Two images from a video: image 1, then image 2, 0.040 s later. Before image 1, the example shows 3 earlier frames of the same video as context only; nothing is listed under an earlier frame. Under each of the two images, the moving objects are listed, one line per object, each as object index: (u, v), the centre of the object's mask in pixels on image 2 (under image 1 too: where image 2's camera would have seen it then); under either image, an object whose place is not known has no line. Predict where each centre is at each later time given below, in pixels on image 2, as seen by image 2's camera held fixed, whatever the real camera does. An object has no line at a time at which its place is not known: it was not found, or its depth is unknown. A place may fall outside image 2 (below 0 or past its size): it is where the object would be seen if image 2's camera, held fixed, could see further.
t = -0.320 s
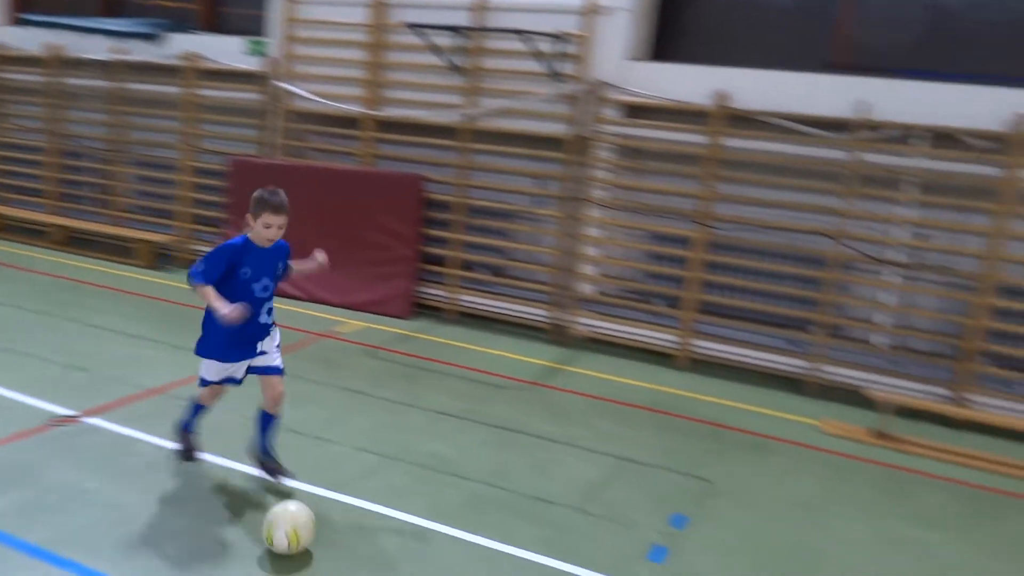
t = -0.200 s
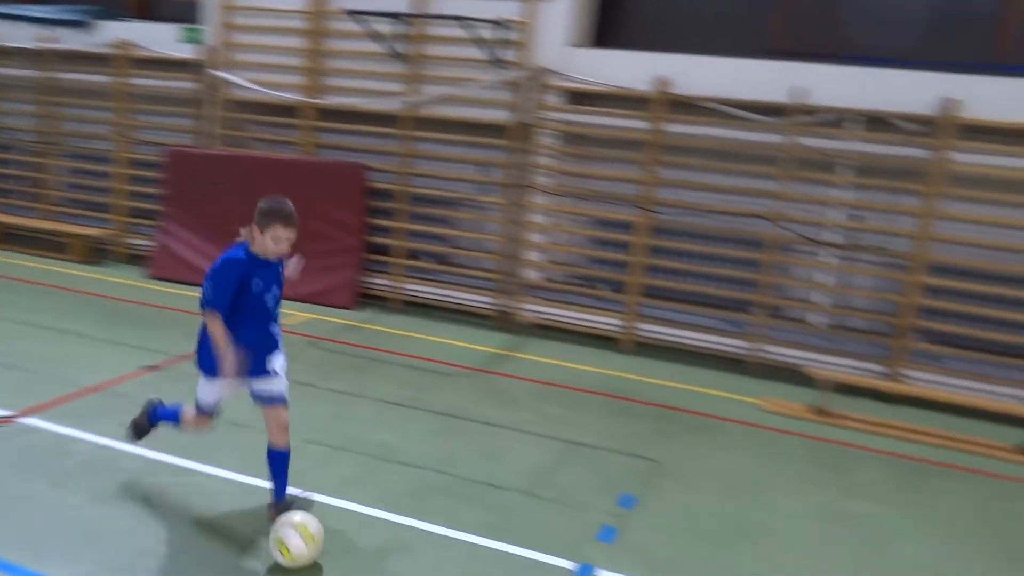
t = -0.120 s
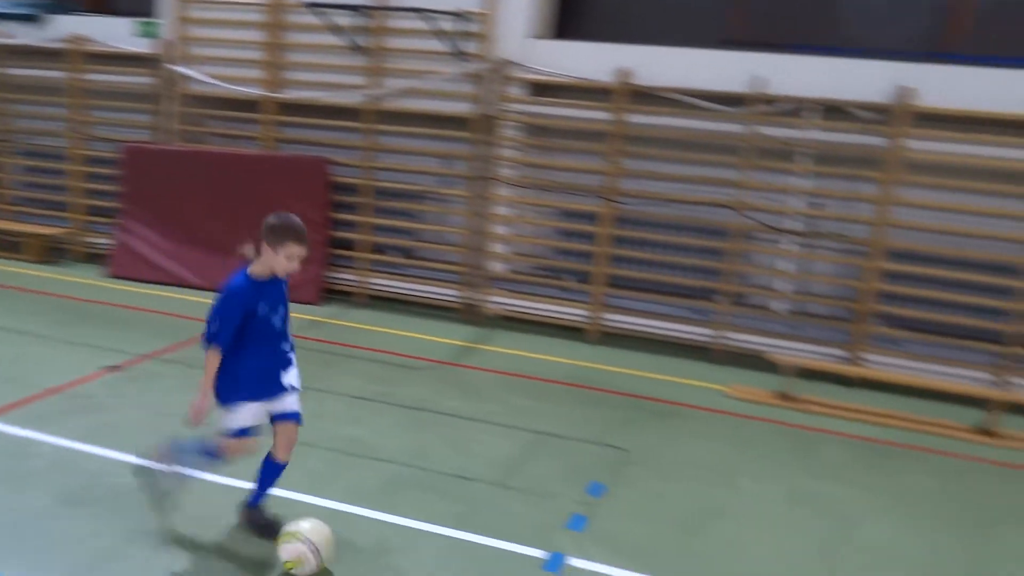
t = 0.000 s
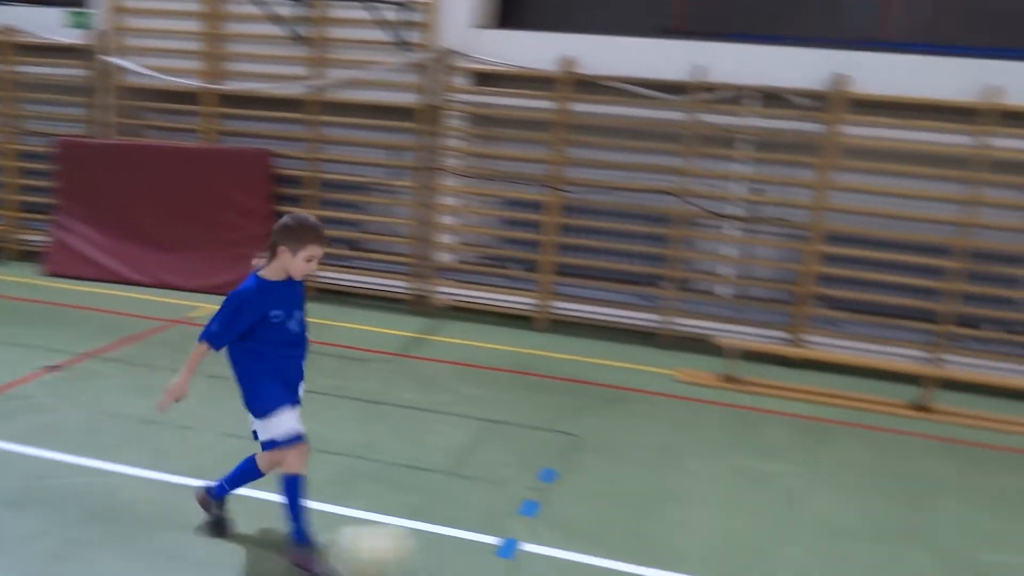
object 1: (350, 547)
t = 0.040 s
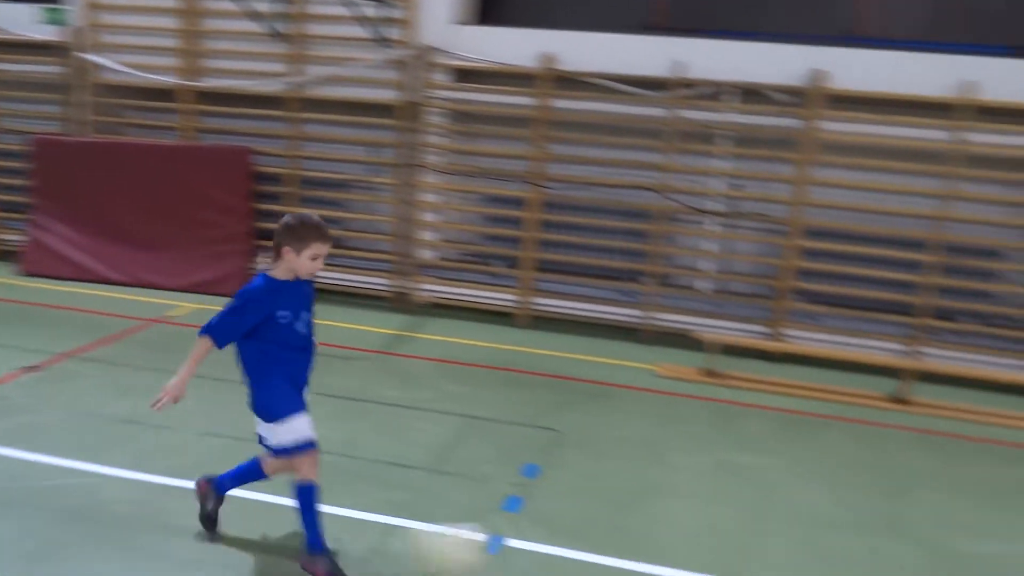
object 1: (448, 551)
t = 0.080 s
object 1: (535, 554)
